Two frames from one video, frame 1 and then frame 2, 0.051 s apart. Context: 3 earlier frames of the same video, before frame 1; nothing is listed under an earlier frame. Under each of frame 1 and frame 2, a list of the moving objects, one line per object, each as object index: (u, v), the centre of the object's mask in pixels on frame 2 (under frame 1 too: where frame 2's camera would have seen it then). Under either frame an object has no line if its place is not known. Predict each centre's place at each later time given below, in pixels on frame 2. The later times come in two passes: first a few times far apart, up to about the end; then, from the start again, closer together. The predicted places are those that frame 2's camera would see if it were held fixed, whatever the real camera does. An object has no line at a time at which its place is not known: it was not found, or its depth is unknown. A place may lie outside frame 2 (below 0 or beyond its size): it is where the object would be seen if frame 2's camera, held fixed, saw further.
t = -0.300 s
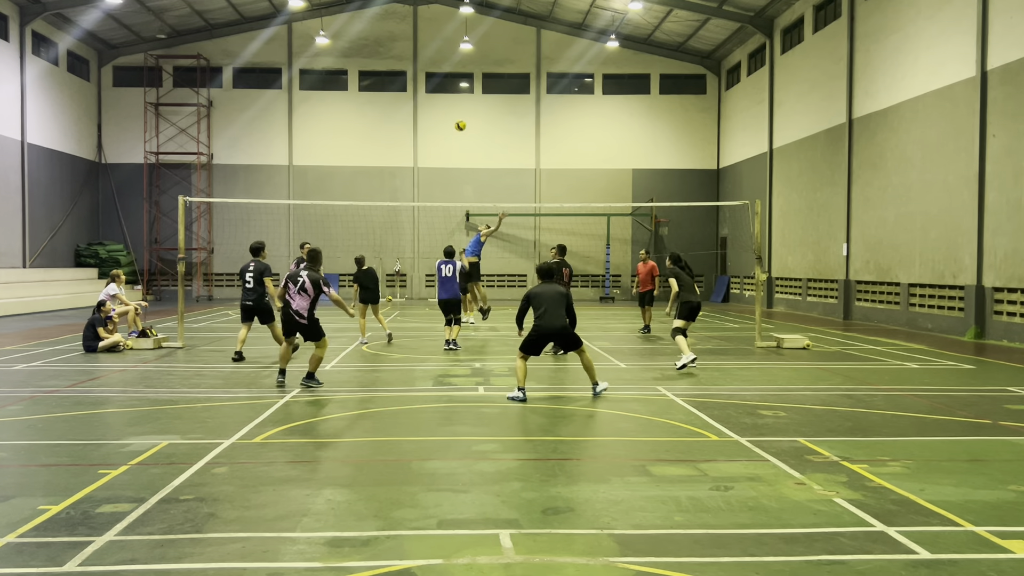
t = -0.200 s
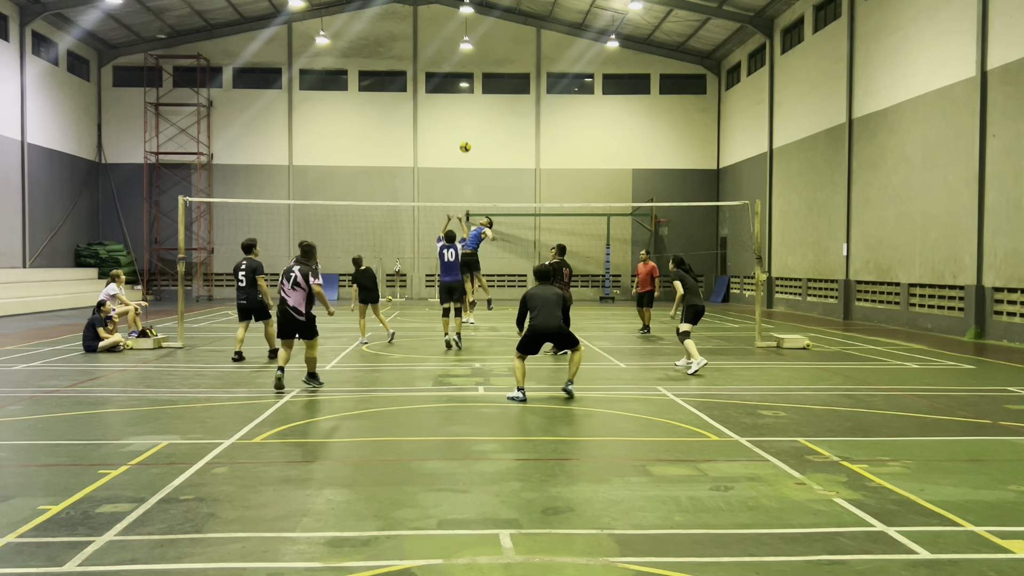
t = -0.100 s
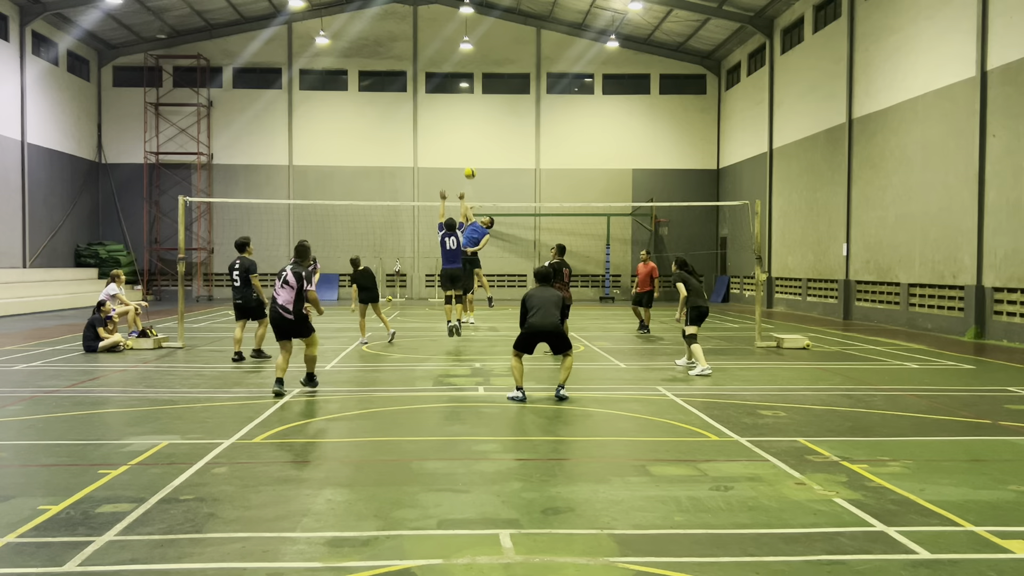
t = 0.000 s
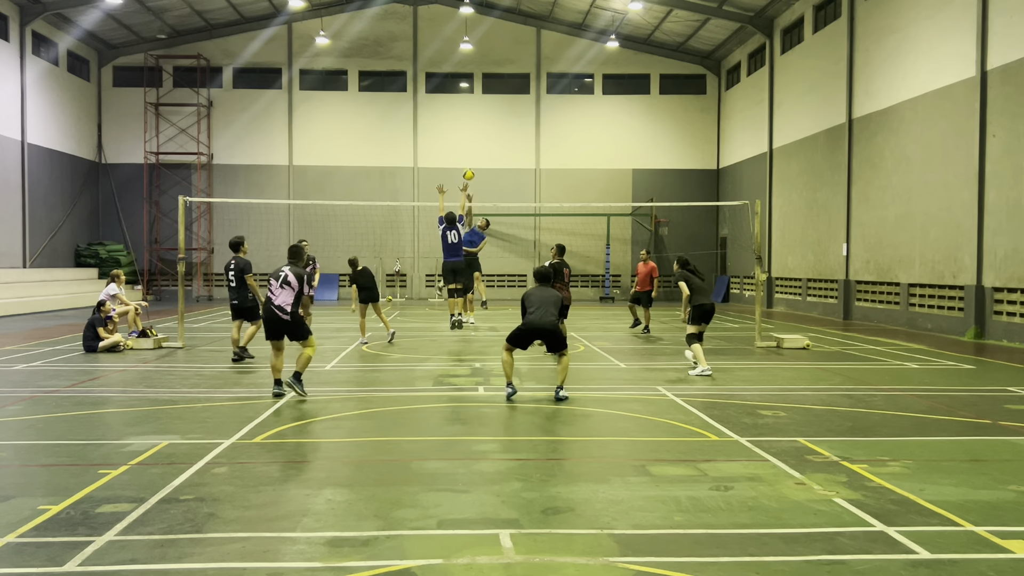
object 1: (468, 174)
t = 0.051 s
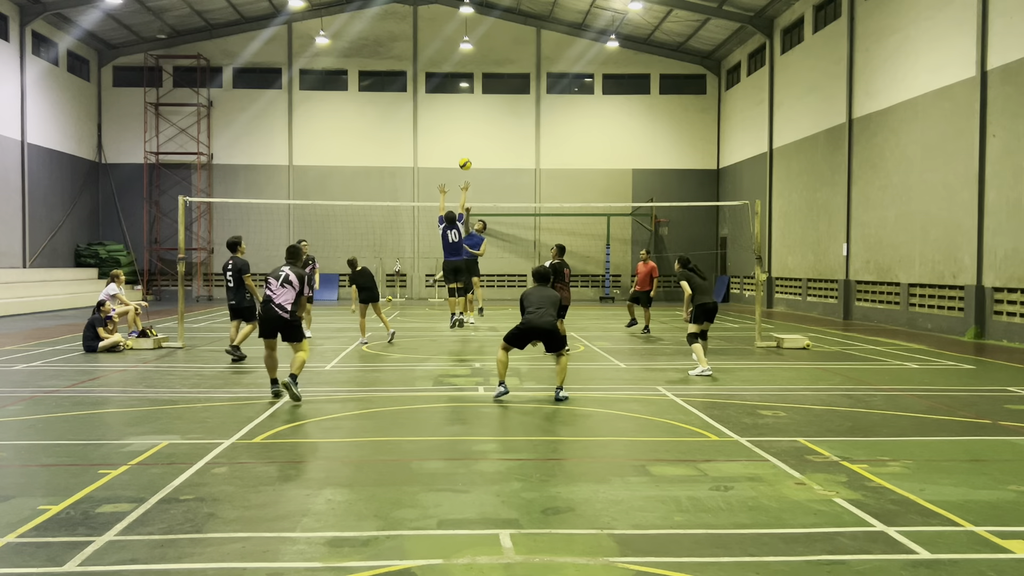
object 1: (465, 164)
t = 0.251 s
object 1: (449, 125)
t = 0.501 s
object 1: (416, 108)
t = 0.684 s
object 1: (366, 146)
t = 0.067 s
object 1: (464, 161)
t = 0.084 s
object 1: (463, 157)
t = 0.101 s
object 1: (461, 153)
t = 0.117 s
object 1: (461, 151)
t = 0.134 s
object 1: (459, 147)
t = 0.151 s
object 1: (458, 144)
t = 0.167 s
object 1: (456, 141)
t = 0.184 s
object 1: (455, 137)
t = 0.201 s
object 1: (453, 134)
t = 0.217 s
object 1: (452, 131)
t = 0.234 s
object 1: (451, 128)
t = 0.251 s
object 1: (449, 125)
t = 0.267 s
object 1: (448, 123)
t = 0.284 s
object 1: (446, 120)
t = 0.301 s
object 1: (445, 118)
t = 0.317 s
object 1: (443, 116)
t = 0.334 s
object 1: (441, 114)
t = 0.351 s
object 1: (439, 112)
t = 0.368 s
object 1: (437, 111)
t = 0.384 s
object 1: (434, 109)
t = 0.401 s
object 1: (432, 108)
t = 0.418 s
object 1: (429, 108)
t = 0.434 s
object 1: (427, 107)
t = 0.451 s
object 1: (424, 107)
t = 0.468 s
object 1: (422, 107)
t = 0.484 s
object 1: (419, 107)
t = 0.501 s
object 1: (416, 108)
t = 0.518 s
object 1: (413, 109)
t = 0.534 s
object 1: (409, 111)
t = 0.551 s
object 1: (405, 113)
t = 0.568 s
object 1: (401, 115)
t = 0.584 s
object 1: (397, 118)
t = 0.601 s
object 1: (392, 122)
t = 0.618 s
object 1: (388, 125)
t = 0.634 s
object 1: (383, 130)
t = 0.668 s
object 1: (372, 141)
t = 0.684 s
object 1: (366, 146)
